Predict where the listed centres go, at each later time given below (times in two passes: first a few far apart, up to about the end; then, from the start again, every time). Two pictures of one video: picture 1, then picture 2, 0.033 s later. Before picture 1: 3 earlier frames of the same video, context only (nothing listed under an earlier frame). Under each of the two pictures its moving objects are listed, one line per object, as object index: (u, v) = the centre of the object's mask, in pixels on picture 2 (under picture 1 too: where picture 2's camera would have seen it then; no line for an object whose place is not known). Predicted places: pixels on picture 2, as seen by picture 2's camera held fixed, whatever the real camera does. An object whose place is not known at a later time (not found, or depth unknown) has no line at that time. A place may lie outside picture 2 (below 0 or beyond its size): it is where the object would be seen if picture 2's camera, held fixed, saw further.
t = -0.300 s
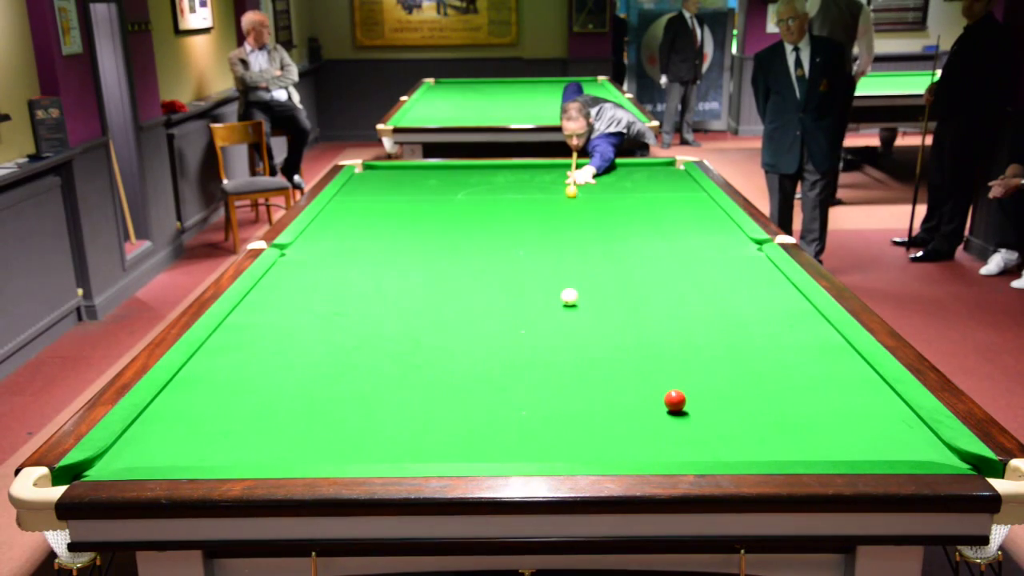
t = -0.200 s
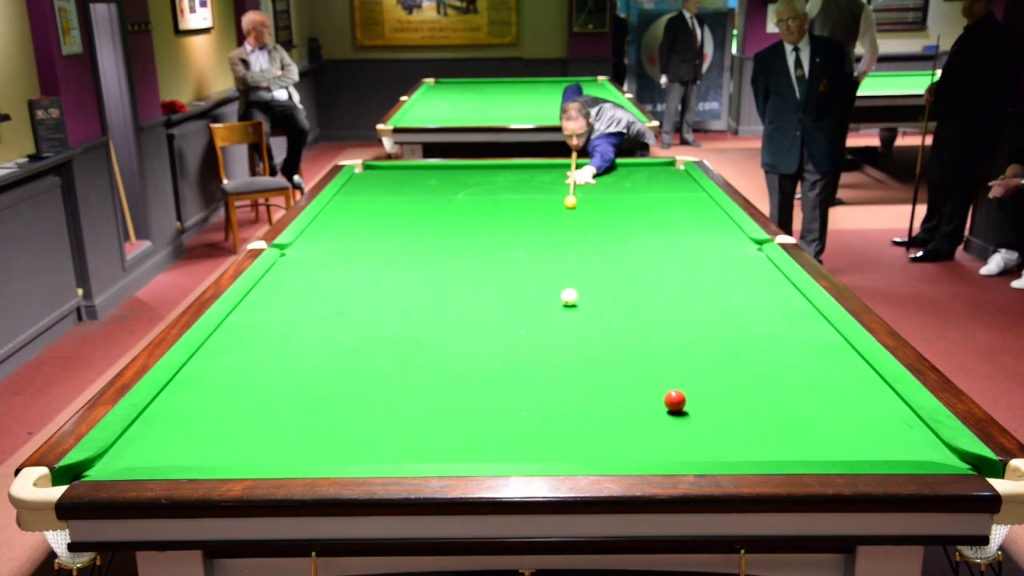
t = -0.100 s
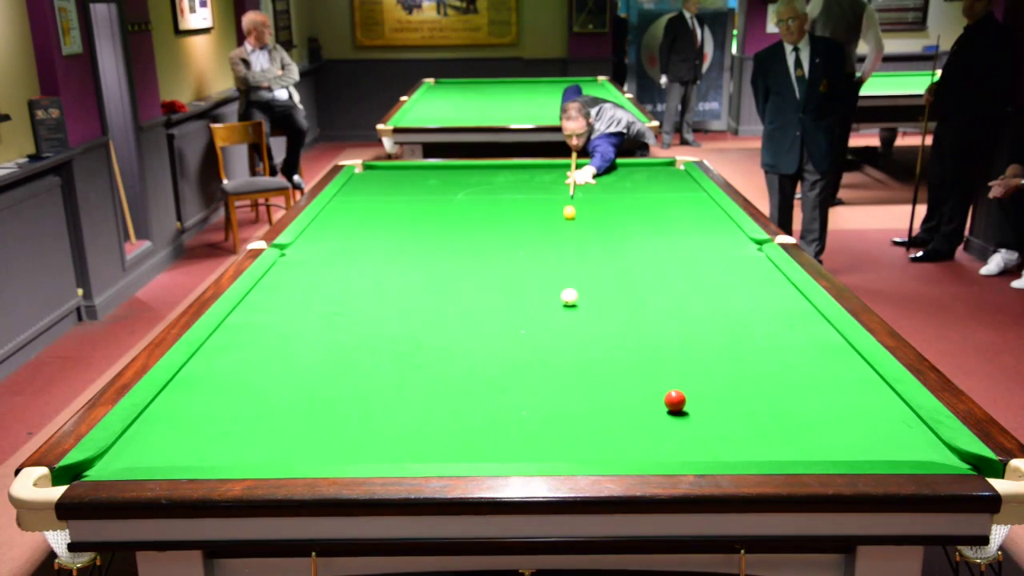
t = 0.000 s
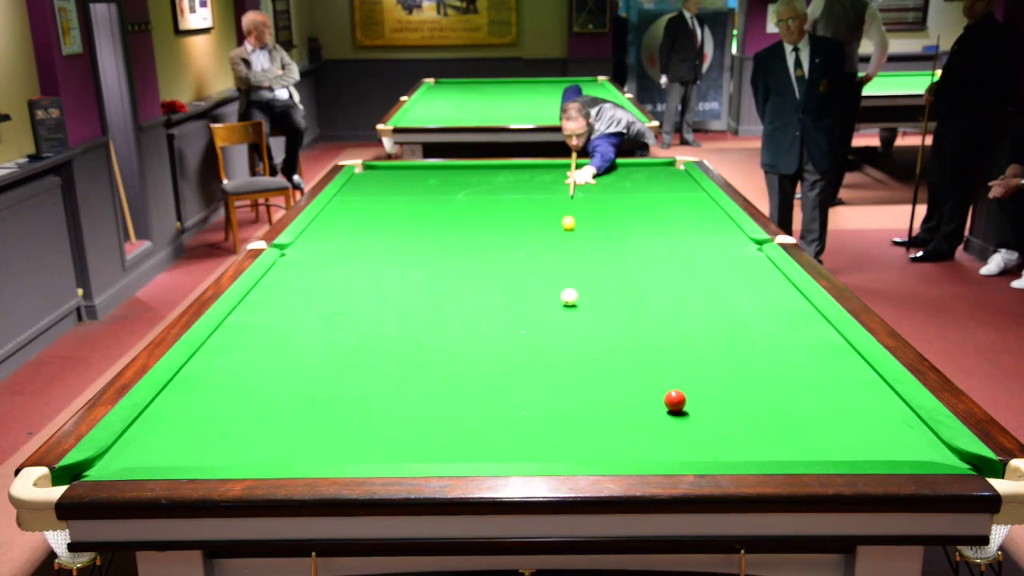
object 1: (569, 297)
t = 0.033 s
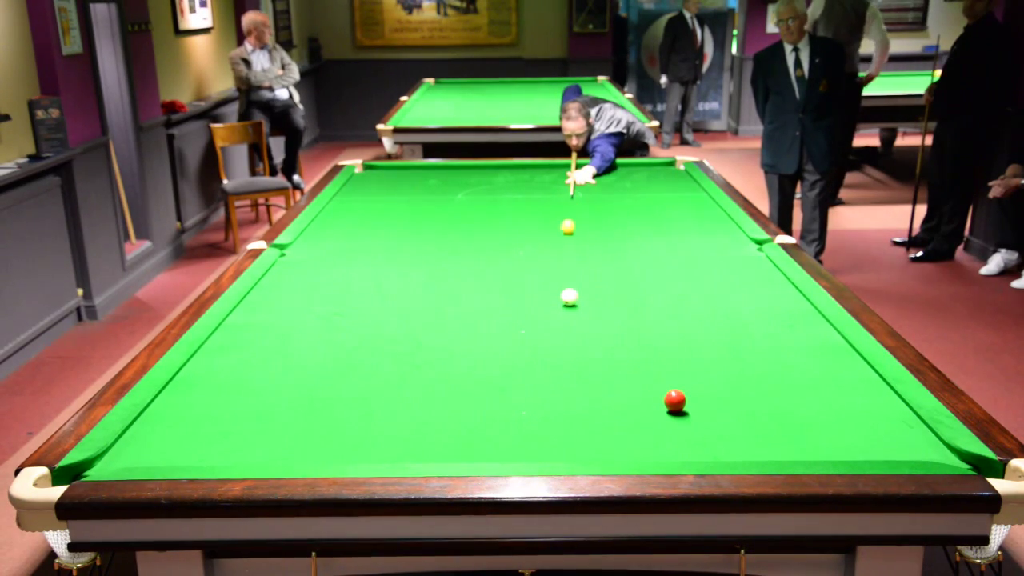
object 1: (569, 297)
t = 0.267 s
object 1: (569, 297)
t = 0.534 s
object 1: (578, 302)
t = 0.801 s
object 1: (635, 334)
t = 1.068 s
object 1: (693, 366)
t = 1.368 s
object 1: (771, 410)
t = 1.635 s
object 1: (854, 453)
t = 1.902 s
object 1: (869, 427)
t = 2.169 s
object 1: (883, 404)
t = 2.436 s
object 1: (871, 385)
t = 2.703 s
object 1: (842, 370)
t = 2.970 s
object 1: (817, 357)
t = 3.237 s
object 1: (796, 346)
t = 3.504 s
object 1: (777, 336)
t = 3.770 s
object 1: (761, 328)
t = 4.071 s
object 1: (745, 319)
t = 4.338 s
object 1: (732, 313)
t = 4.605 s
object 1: (721, 307)
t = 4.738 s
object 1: (716, 305)
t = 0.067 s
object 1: (569, 297)
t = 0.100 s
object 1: (569, 297)
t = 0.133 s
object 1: (569, 297)
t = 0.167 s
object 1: (569, 297)
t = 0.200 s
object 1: (569, 296)
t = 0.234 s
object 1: (569, 297)
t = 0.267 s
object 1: (569, 297)
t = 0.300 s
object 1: (569, 297)
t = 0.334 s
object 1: (569, 297)
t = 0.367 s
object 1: (569, 297)
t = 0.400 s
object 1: (569, 297)
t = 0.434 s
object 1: (569, 296)
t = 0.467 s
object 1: (569, 296)
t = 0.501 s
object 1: (571, 297)
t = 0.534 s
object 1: (578, 302)
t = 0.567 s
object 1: (586, 306)
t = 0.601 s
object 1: (594, 311)
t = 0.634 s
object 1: (601, 315)
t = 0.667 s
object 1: (608, 319)
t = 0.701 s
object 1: (615, 323)
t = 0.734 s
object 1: (622, 327)
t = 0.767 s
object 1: (629, 330)
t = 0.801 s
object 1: (635, 334)
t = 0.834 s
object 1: (642, 338)
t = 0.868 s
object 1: (649, 342)
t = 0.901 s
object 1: (656, 345)
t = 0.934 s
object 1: (663, 350)
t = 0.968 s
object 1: (670, 354)
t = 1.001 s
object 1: (678, 358)
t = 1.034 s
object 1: (685, 362)
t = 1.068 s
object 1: (693, 366)
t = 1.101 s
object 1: (701, 371)
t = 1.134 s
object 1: (709, 375)
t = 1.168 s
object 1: (717, 380)
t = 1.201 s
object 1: (726, 385)
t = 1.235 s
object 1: (734, 390)
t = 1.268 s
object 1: (743, 395)
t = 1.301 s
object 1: (752, 400)
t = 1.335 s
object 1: (761, 405)
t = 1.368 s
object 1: (771, 410)
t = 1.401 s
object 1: (781, 416)
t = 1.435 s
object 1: (790, 421)
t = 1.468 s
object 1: (801, 427)
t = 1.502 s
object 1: (811, 433)
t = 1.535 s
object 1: (821, 439)
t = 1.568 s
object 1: (833, 444)
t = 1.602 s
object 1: (843, 449)
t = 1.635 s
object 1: (854, 453)
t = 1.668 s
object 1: (858, 451)
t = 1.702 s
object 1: (859, 448)
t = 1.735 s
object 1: (860, 445)
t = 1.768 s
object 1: (862, 441)
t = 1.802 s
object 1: (864, 437)
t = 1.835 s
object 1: (865, 434)
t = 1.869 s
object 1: (867, 431)
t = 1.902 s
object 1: (869, 427)
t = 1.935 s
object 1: (871, 425)
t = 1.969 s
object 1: (873, 421)
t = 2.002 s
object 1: (875, 418)
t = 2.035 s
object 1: (876, 415)
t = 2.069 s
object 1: (878, 413)
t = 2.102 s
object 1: (880, 410)
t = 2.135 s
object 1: (881, 407)
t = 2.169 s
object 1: (883, 404)
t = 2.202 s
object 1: (885, 402)
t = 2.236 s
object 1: (886, 399)
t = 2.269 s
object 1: (888, 396)
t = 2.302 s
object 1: (887, 394)
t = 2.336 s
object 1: (882, 392)
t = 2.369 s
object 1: (878, 390)
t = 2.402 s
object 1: (874, 387)
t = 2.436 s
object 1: (871, 385)
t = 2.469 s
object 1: (866, 383)
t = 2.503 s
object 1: (863, 381)
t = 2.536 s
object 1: (859, 379)
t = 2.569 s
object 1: (856, 378)
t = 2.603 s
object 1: (852, 376)
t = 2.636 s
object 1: (848, 374)
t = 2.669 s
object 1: (845, 372)
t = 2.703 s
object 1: (842, 370)
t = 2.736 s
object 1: (838, 369)
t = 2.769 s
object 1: (836, 367)
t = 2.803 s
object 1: (832, 365)
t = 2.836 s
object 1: (829, 364)
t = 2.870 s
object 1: (826, 362)
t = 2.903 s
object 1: (823, 361)
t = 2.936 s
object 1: (820, 359)
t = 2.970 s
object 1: (817, 357)
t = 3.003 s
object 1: (814, 356)
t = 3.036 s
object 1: (812, 355)
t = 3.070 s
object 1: (809, 353)
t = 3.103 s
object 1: (806, 352)
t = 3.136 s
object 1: (803, 350)
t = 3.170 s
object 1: (801, 349)
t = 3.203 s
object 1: (798, 348)
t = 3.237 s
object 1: (796, 346)
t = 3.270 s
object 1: (793, 345)
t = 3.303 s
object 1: (791, 344)
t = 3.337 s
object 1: (789, 342)
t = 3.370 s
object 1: (786, 341)
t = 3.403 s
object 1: (784, 340)
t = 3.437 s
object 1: (782, 339)
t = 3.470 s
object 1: (779, 337)
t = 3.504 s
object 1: (777, 336)
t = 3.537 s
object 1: (775, 335)
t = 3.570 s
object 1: (772, 334)
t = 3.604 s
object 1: (770, 333)
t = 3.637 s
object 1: (769, 332)
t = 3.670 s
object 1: (767, 331)
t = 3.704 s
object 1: (765, 330)
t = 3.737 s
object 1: (762, 329)
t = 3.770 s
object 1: (761, 328)
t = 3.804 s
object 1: (759, 327)
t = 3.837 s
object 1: (757, 326)
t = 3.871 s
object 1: (755, 325)
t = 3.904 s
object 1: (753, 324)
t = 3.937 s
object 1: (751, 323)
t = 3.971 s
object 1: (749, 322)
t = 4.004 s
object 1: (748, 321)
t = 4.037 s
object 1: (746, 320)
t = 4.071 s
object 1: (745, 319)
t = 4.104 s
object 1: (743, 318)
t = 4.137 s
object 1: (741, 318)
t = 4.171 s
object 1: (740, 317)
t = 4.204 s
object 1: (738, 316)
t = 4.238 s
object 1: (736, 315)
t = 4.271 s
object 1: (735, 314)
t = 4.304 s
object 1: (734, 314)
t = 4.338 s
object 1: (732, 313)
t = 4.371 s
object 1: (731, 312)
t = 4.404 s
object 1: (729, 312)
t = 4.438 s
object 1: (728, 311)
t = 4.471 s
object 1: (726, 310)
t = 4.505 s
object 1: (725, 309)
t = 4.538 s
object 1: (724, 309)
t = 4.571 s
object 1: (722, 308)
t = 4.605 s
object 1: (721, 307)
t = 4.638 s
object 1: (720, 307)
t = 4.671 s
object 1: (718, 306)
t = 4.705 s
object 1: (717, 305)
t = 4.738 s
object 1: (716, 305)
